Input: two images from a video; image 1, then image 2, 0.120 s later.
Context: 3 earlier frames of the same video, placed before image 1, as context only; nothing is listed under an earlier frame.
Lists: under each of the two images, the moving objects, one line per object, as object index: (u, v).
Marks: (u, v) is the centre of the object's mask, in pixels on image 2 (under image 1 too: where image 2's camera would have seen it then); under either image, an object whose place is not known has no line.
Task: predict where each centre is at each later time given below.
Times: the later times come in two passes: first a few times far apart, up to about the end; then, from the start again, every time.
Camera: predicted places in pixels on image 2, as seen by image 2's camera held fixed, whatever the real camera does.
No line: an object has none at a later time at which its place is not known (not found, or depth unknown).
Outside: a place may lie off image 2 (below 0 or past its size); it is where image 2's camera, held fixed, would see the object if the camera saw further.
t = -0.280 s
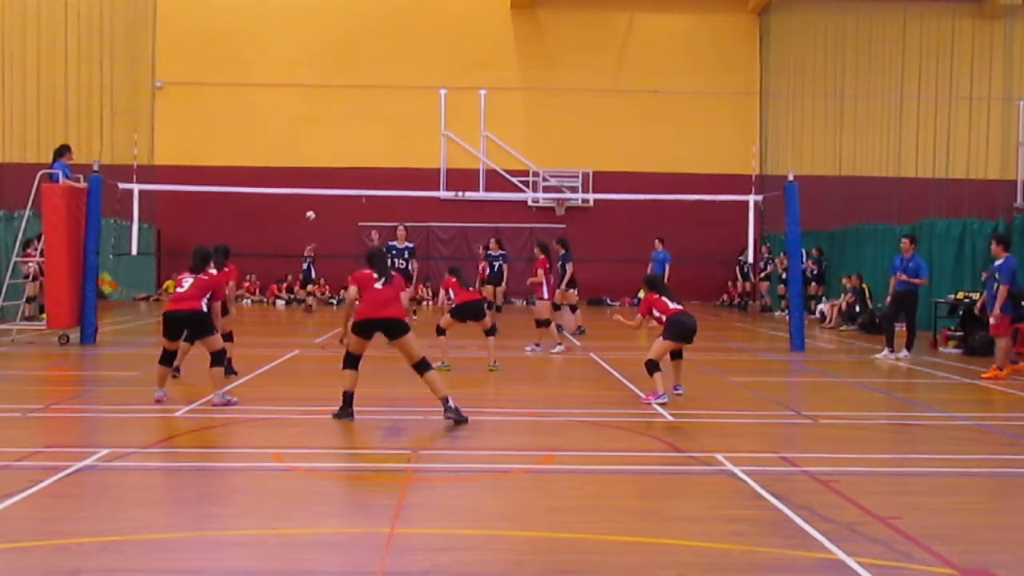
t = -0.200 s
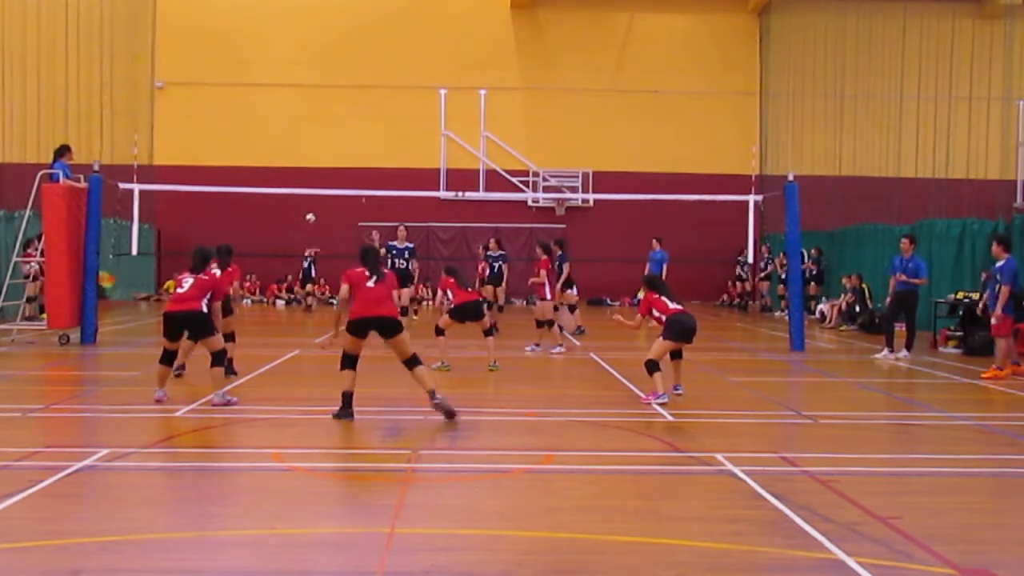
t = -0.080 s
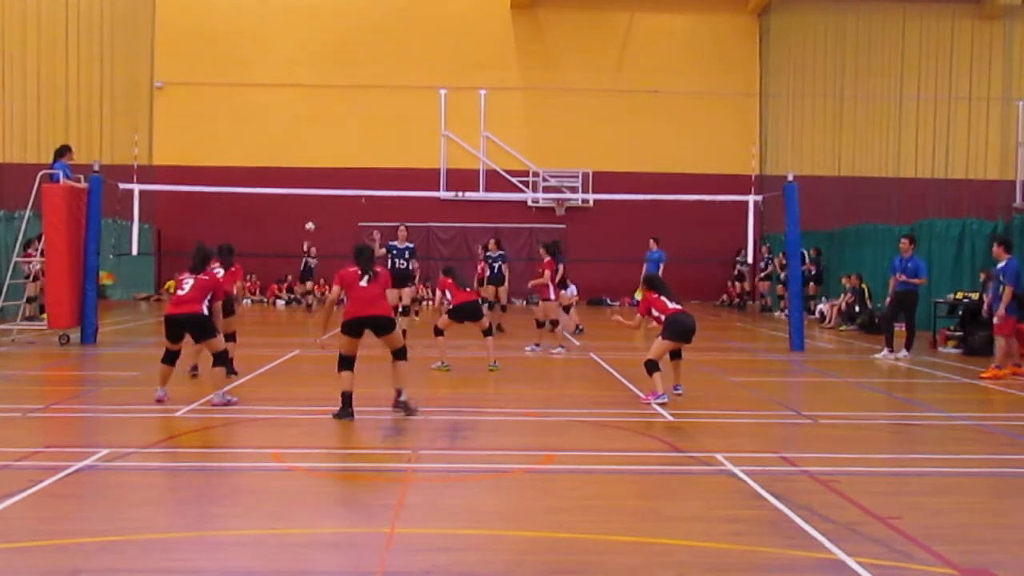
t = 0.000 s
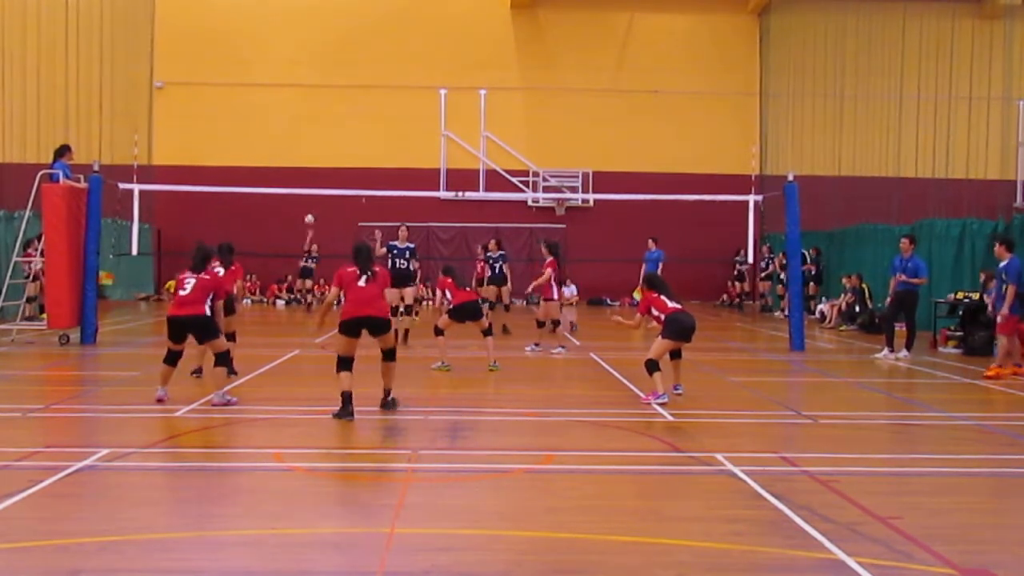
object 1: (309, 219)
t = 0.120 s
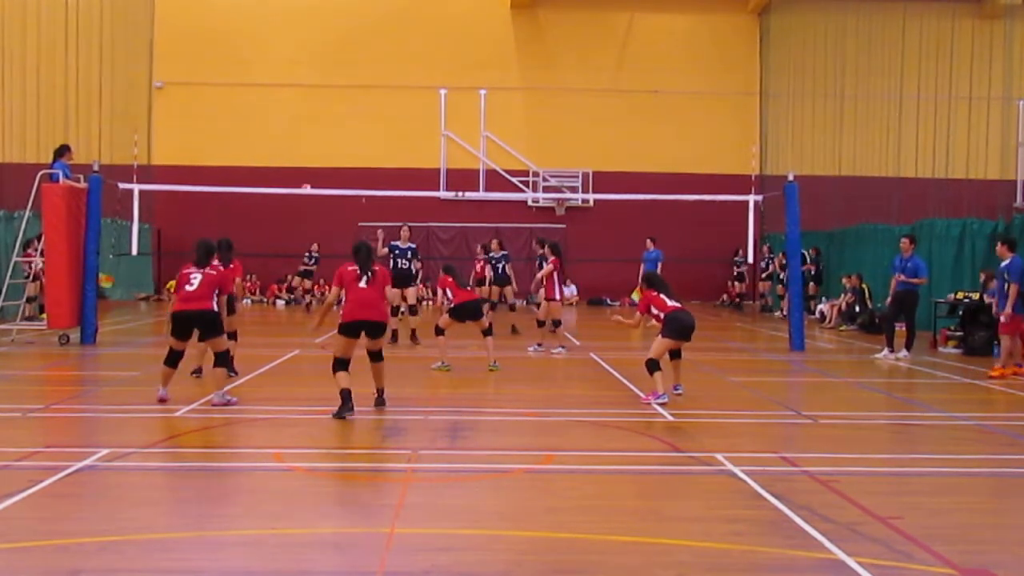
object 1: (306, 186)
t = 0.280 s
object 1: (301, 153)
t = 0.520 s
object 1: (290, 112)
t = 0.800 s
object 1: (264, 106)
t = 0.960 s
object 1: (241, 129)
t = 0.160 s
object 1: (305, 179)
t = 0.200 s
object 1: (304, 171)
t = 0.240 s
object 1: (302, 161)
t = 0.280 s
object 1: (301, 153)
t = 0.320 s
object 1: (300, 145)
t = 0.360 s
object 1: (299, 138)
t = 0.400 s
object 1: (298, 131)
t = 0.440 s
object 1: (295, 123)
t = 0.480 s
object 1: (292, 116)
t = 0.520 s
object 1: (290, 112)
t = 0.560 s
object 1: (288, 108)
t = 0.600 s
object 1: (285, 105)
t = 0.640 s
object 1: (280, 103)
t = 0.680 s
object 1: (277, 102)
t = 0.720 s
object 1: (273, 102)
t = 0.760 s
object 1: (269, 104)
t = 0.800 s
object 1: (264, 106)
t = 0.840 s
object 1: (259, 110)
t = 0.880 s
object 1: (253, 114)
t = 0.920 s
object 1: (247, 121)
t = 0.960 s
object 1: (241, 129)
